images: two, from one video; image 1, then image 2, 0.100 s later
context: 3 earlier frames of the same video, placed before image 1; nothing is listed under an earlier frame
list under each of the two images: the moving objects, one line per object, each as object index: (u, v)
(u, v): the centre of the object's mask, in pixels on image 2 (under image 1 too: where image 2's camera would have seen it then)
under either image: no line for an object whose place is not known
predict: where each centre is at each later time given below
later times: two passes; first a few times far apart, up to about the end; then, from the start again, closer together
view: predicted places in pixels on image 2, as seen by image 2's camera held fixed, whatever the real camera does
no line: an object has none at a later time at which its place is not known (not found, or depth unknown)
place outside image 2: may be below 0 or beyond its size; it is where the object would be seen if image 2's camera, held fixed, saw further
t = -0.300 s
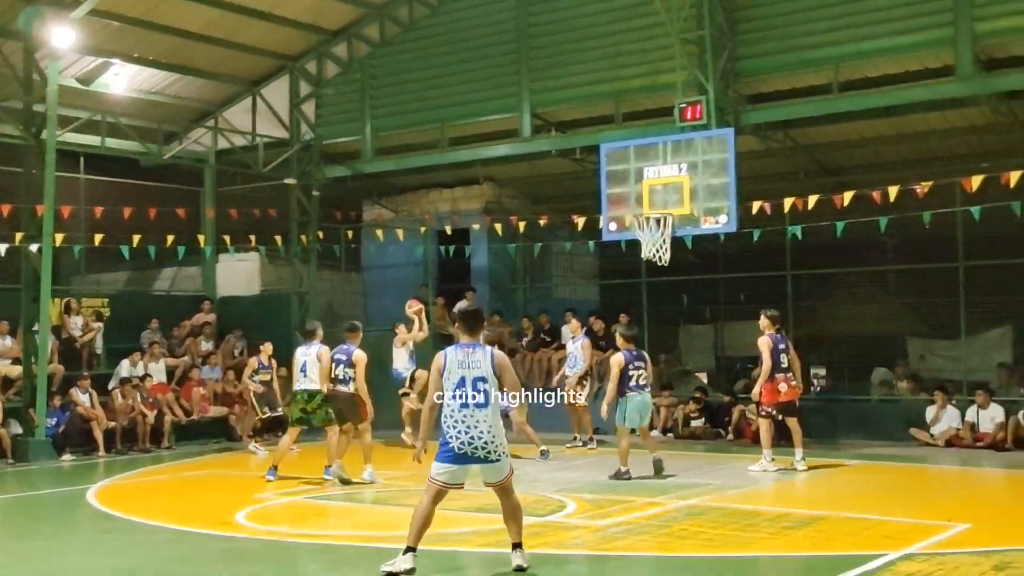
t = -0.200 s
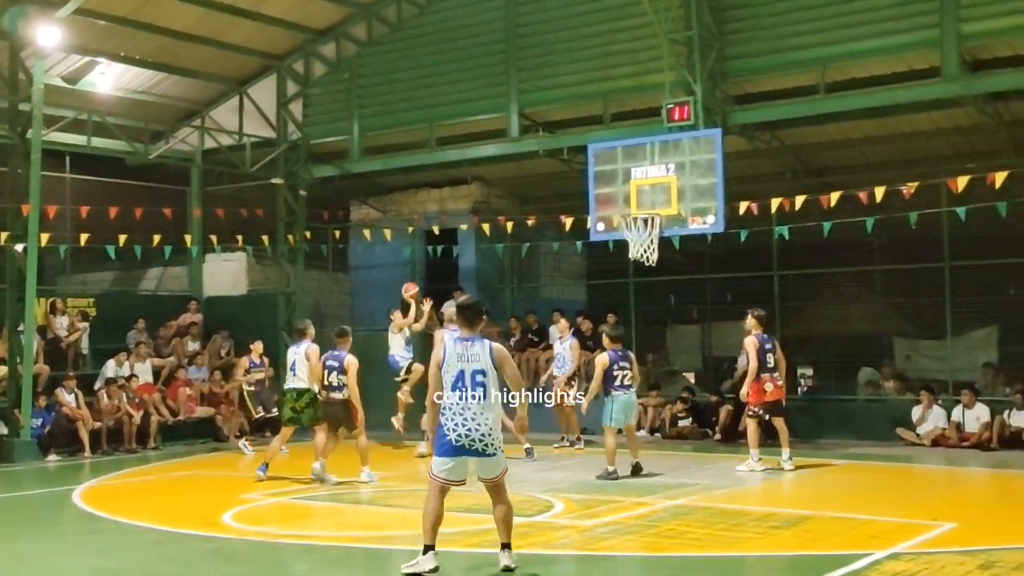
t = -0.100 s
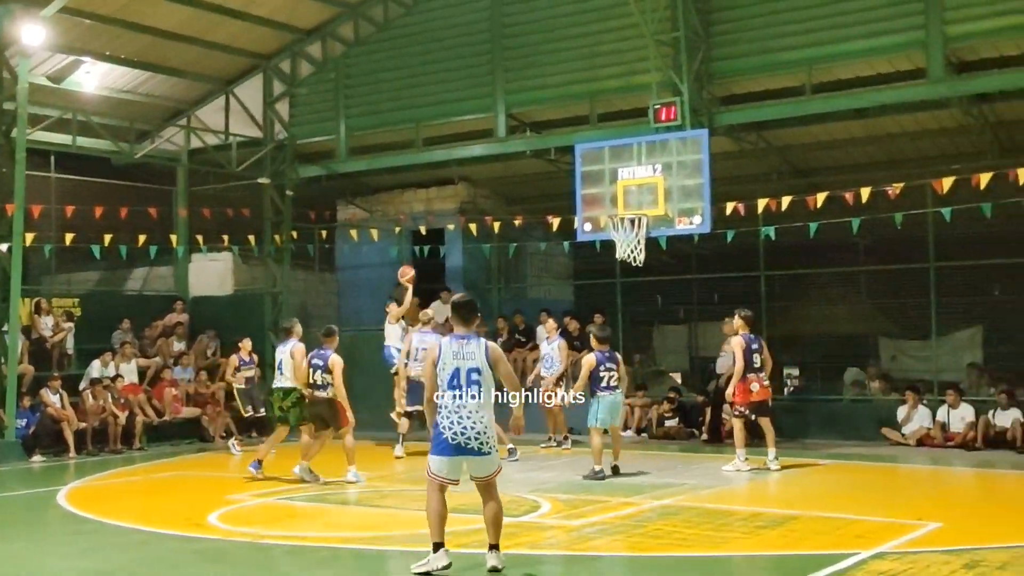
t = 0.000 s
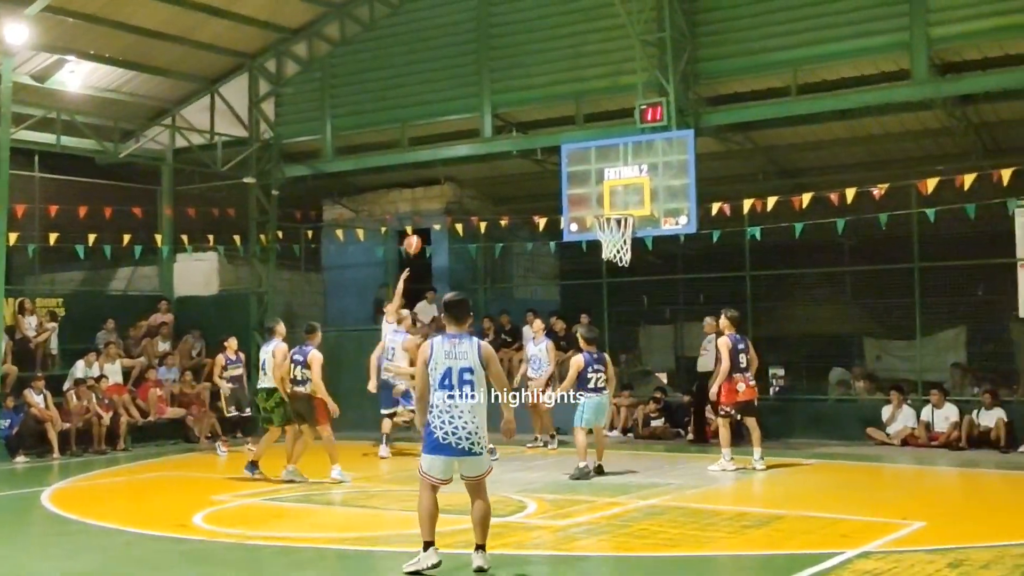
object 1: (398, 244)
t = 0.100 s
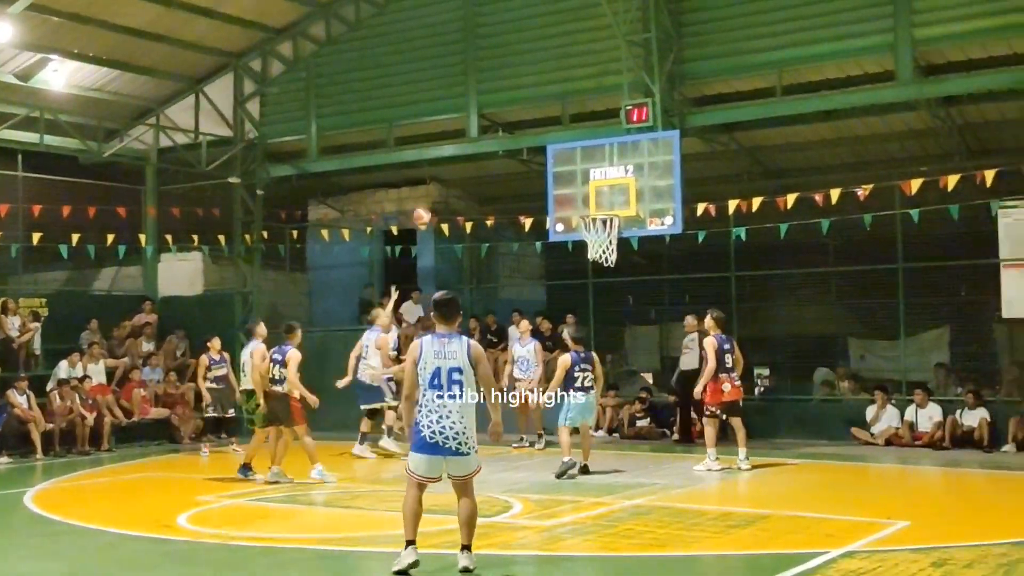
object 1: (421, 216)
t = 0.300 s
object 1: (471, 181)
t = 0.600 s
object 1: (550, 181)
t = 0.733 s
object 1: (588, 204)
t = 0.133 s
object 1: (429, 208)
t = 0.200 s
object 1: (445, 194)
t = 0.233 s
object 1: (454, 189)
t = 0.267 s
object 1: (462, 185)
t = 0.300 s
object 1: (471, 181)
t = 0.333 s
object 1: (480, 178)
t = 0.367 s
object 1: (488, 175)
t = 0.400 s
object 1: (497, 174)
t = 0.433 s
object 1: (505, 173)
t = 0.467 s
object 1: (515, 173)
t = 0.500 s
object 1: (523, 174)
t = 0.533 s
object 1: (532, 176)
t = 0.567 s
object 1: (541, 179)
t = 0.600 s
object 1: (550, 181)
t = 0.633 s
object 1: (560, 185)
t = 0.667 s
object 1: (567, 191)
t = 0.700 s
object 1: (577, 198)
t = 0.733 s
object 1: (588, 204)
